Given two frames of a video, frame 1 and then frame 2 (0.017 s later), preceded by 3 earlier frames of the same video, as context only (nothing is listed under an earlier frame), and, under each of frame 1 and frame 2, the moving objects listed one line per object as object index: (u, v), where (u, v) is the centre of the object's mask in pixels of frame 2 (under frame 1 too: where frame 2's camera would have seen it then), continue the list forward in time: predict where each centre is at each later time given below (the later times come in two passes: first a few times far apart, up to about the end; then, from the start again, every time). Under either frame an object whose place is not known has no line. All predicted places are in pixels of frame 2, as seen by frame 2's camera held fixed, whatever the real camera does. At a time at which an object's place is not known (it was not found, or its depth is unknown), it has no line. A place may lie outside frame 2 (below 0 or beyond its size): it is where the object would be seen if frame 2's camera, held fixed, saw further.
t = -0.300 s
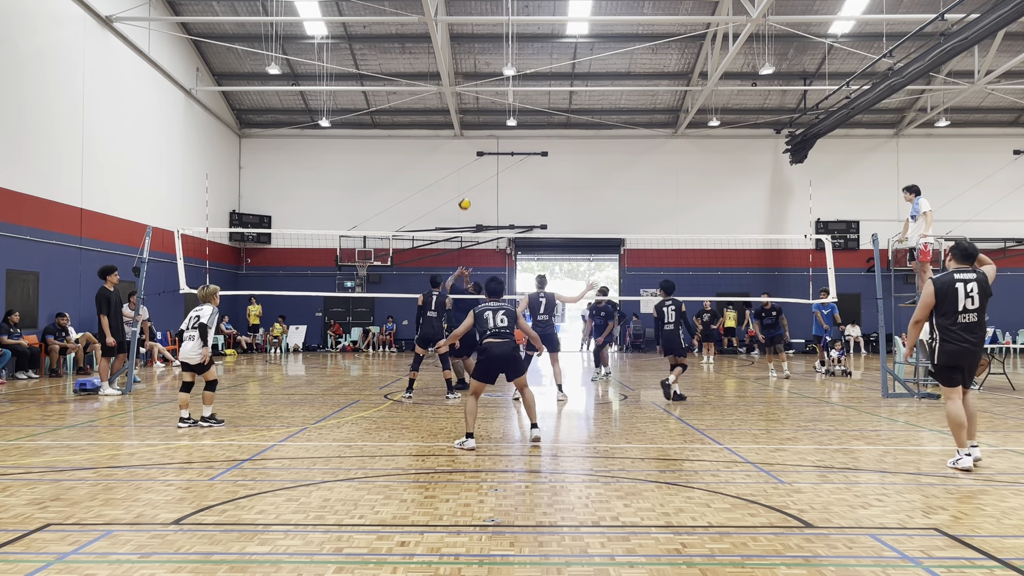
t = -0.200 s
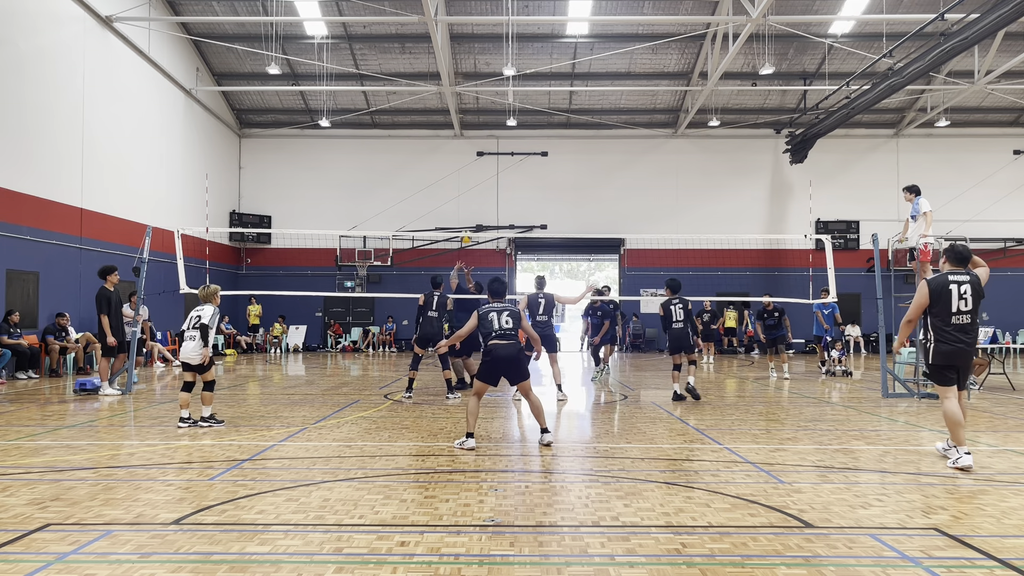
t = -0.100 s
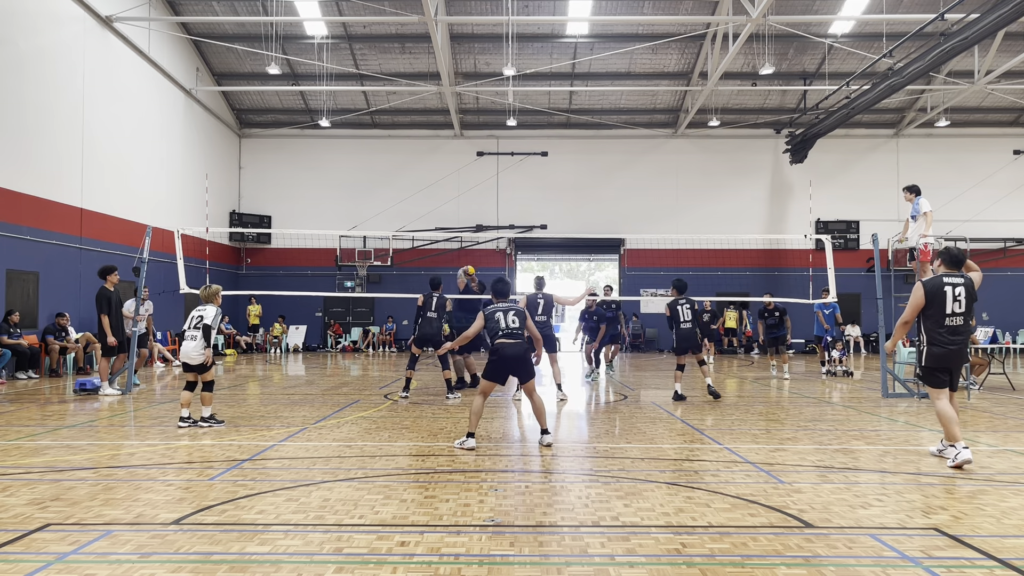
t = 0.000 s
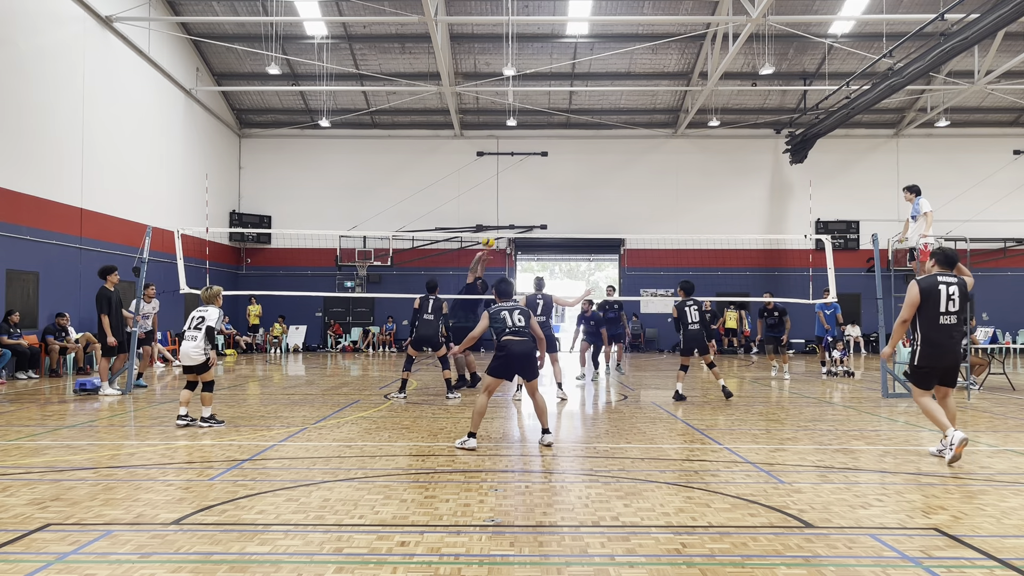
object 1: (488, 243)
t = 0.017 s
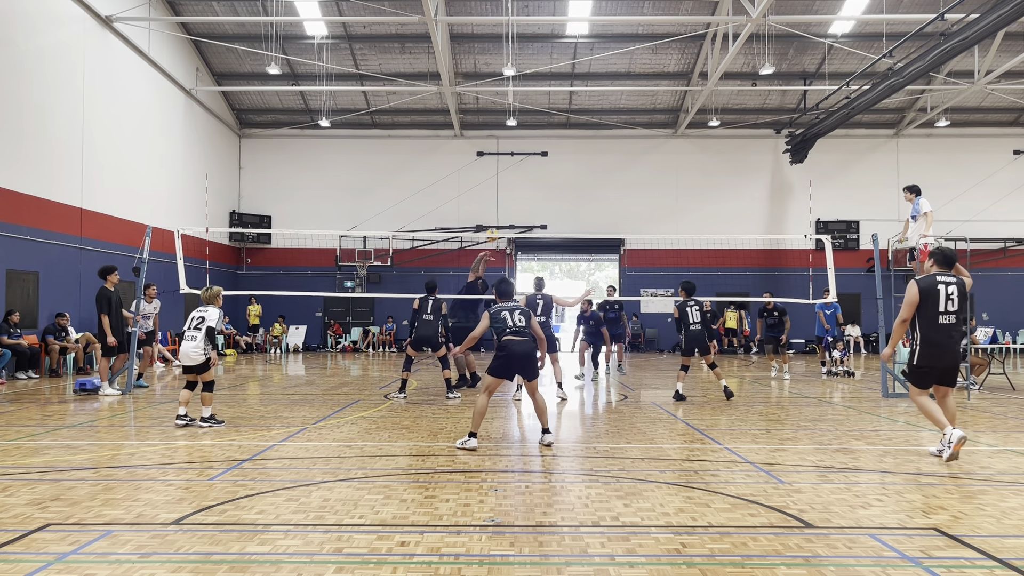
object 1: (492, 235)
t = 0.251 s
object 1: (548, 156)
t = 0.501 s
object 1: (608, 112)
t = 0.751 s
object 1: (667, 104)
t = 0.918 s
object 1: (706, 120)
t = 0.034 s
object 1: (496, 228)
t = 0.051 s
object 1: (500, 223)
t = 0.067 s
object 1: (504, 216)
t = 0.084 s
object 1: (508, 210)
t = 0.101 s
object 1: (512, 204)
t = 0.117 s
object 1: (516, 198)
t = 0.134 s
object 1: (520, 192)
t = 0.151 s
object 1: (524, 187)
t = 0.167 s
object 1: (528, 181)
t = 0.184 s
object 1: (532, 176)
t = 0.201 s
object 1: (536, 171)
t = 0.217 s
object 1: (540, 166)
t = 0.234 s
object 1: (544, 161)
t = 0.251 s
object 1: (548, 156)
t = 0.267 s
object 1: (552, 152)
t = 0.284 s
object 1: (556, 148)
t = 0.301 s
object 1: (560, 144)
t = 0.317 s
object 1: (564, 141)
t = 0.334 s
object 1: (568, 137)
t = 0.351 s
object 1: (572, 134)
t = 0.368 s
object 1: (576, 131)
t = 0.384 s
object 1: (580, 127)
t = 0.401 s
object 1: (584, 125)
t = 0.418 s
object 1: (588, 123)
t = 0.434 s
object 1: (592, 120)
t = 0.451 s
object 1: (596, 118)
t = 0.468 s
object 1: (600, 115)
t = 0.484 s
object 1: (604, 113)
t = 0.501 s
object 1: (608, 112)
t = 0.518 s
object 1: (612, 110)
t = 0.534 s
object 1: (616, 108)
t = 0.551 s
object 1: (620, 107)
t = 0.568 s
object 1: (624, 106)
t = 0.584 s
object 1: (628, 105)
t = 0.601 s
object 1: (632, 104)
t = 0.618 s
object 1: (635, 103)
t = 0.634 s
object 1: (640, 103)
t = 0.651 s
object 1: (644, 103)
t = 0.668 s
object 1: (648, 102)
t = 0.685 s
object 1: (651, 103)
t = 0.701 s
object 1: (655, 103)
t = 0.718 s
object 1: (659, 103)
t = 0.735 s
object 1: (663, 104)
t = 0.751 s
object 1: (667, 104)
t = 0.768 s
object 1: (671, 105)
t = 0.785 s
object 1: (675, 106)
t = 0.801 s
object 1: (679, 107)
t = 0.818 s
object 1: (683, 109)
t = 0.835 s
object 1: (686, 110)
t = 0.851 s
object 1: (690, 112)
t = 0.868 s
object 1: (694, 114)
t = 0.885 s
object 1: (698, 116)
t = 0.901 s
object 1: (702, 118)
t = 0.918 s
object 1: (706, 120)
